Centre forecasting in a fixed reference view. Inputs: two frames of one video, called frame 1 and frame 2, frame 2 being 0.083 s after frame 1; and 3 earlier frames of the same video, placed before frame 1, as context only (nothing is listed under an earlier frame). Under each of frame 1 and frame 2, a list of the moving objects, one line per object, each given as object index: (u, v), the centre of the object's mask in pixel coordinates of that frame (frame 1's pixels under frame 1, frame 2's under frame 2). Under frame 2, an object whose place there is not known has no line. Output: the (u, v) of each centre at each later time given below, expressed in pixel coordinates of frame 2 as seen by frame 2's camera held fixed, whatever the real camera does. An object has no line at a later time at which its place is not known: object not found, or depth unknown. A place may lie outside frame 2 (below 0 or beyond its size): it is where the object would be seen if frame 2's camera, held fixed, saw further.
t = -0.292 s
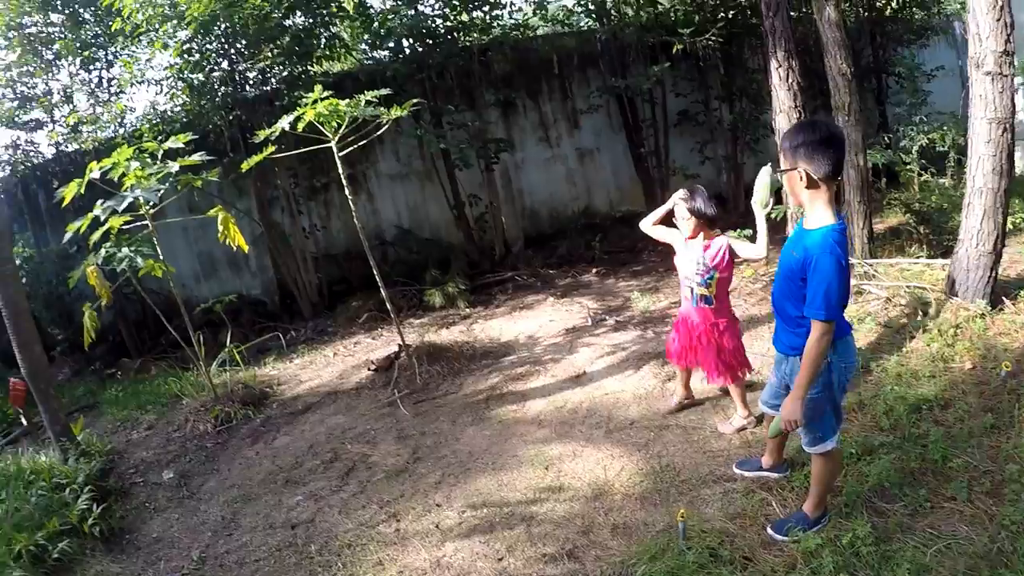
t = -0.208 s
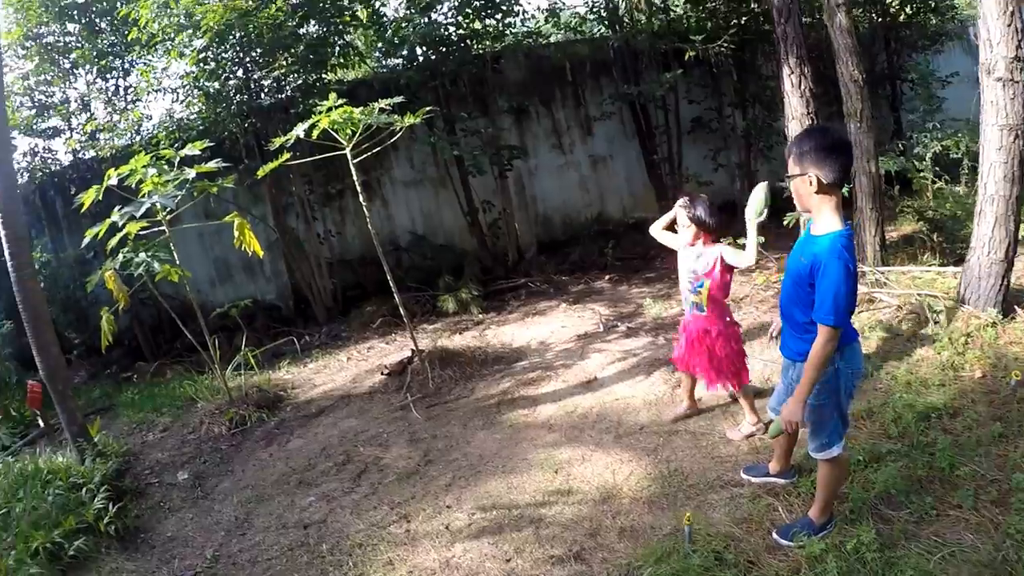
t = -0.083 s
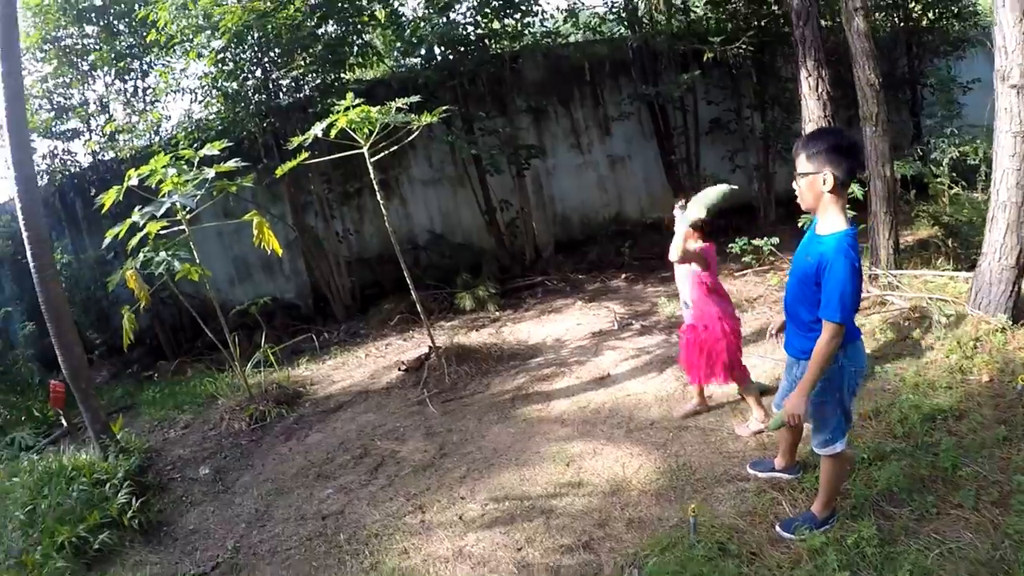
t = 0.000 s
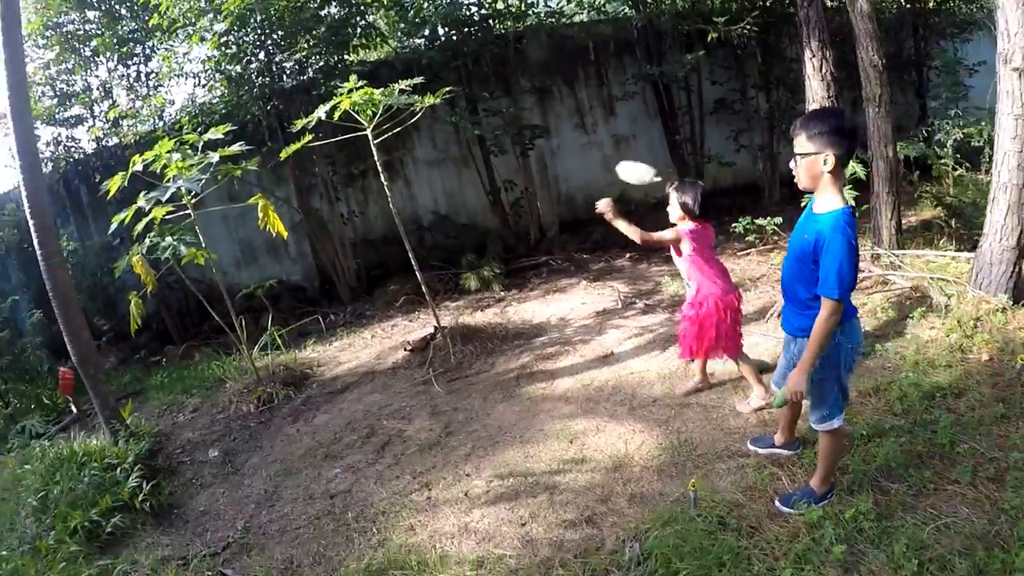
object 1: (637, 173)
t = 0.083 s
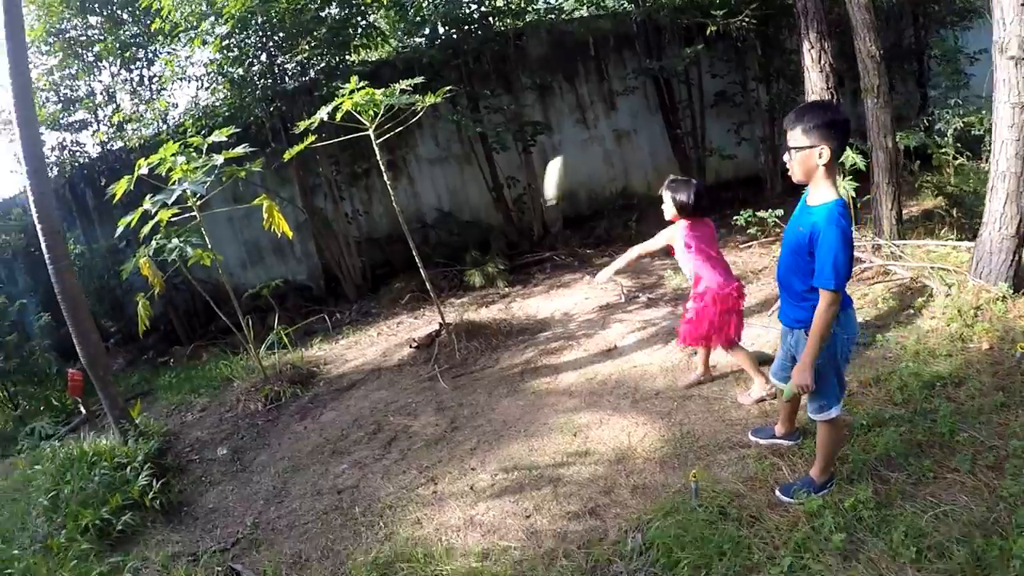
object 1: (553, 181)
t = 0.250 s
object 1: (418, 250)
